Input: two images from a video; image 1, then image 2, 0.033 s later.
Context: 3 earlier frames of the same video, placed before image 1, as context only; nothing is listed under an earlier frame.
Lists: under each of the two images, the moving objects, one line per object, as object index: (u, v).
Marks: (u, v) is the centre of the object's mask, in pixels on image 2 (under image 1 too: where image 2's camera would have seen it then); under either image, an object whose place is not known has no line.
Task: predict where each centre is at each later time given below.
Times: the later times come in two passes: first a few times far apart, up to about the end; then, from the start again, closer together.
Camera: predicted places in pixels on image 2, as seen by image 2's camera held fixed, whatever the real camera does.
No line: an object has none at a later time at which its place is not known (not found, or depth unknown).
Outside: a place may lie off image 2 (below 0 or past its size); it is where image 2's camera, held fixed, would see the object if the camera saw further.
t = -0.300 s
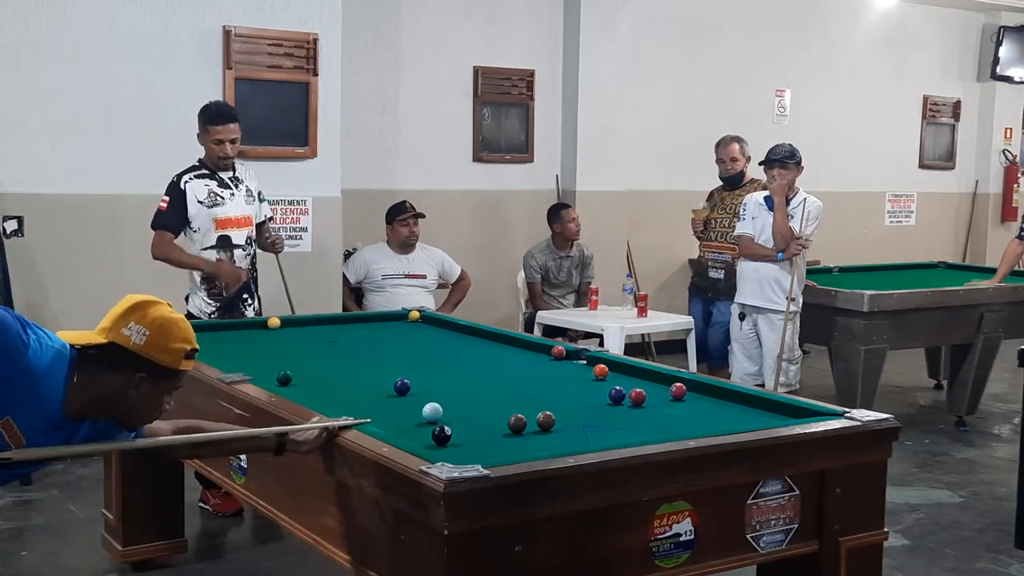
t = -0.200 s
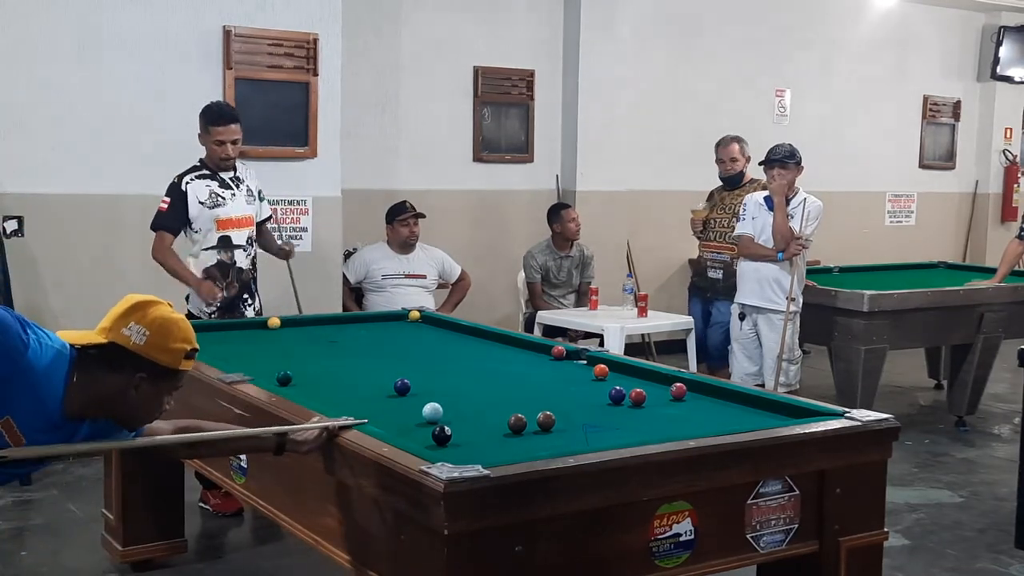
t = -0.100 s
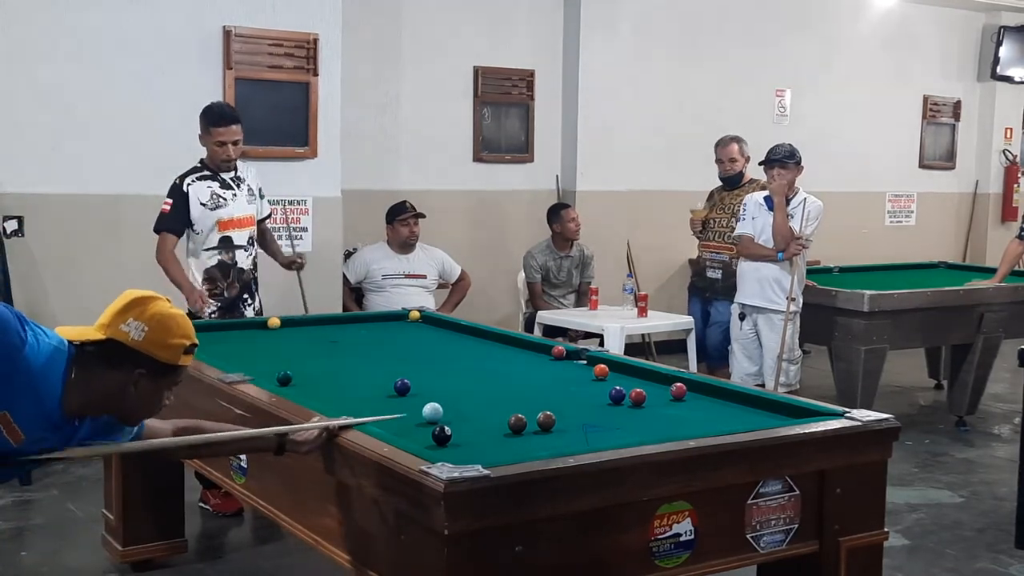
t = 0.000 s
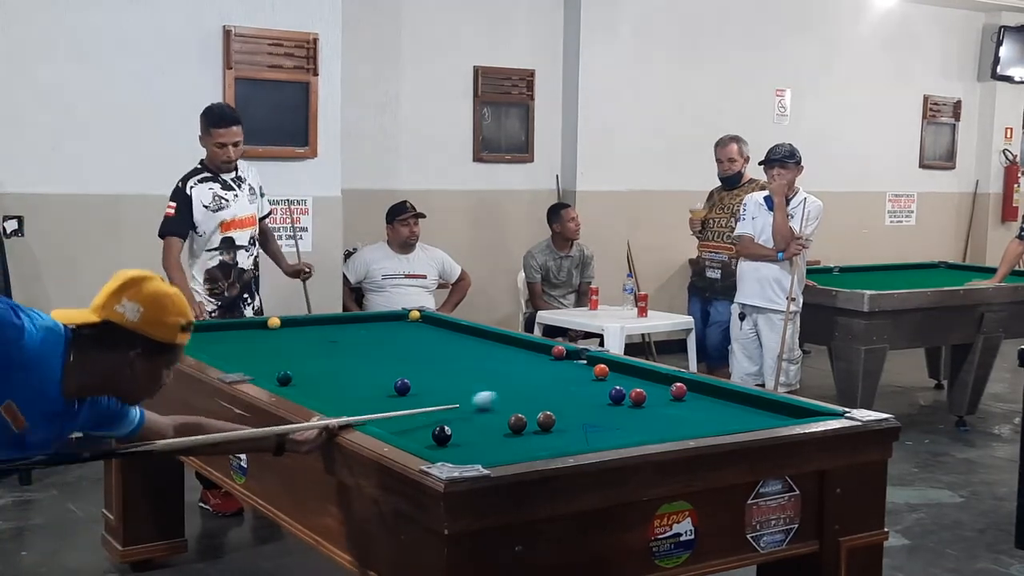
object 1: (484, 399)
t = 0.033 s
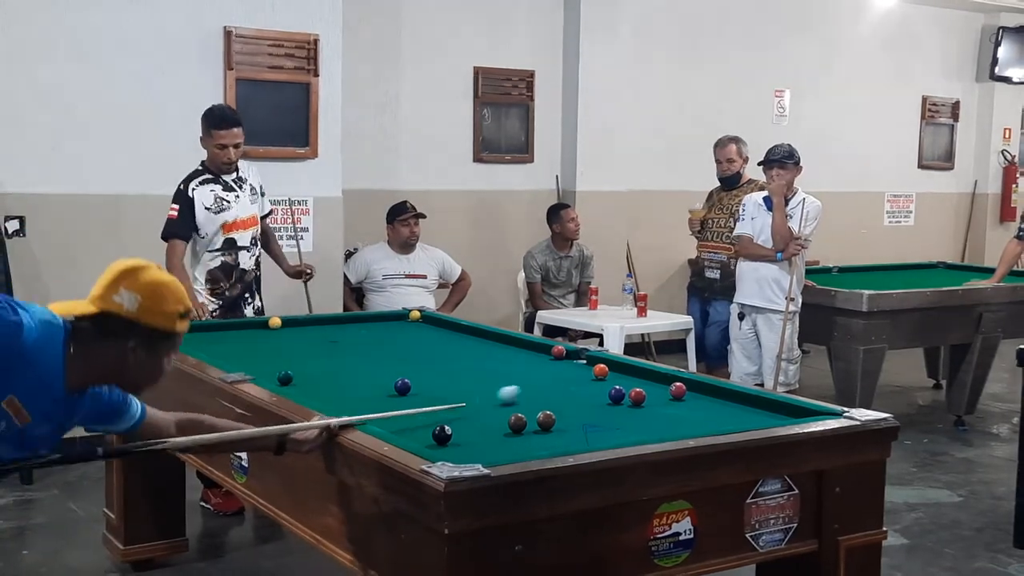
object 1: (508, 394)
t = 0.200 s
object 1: (608, 373)
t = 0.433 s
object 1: (564, 382)
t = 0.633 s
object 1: (491, 392)
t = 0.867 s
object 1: (401, 405)
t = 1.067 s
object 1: (369, 410)
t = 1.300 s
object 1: (436, 405)
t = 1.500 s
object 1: (487, 400)
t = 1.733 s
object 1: (542, 395)
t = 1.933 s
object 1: (586, 392)
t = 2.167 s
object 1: (633, 385)
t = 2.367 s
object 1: (670, 382)
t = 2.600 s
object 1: (667, 384)
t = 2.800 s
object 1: (648, 387)
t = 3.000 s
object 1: (627, 386)
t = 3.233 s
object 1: (603, 390)
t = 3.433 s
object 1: (586, 391)
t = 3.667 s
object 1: (566, 391)
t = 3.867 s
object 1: (551, 392)
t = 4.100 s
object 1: (535, 392)
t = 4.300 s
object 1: (523, 392)
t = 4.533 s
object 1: (510, 392)
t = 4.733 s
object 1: (502, 392)
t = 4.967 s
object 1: (494, 392)
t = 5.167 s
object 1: (490, 392)
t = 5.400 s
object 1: (486, 391)
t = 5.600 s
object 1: (485, 391)
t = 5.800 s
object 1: (485, 391)
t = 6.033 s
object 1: (485, 391)
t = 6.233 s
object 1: (484, 391)
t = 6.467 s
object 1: (484, 391)
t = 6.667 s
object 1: (484, 391)
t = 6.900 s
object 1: (484, 391)
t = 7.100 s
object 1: (484, 391)
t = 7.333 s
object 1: (484, 391)
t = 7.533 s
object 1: (484, 391)
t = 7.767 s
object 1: (484, 391)
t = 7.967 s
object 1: (484, 391)
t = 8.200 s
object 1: (484, 391)
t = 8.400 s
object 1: (484, 391)
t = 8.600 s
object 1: (484, 391)
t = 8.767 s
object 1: (484, 391)
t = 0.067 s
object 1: (531, 389)
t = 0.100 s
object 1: (552, 385)
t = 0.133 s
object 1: (571, 381)
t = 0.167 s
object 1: (590, 377)
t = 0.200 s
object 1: (608, 373)
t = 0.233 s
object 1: (630, 372)
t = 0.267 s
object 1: (632, 371)
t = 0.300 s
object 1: (618, 373)
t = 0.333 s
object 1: (604, 376)
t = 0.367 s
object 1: (591, 378)
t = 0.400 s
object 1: (577, 380)
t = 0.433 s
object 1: (564, 382)
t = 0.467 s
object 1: (552, 384)
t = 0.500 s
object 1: (539, 385)
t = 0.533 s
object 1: (527, 387)
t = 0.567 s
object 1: (515, 389)
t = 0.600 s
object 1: (503, 391)
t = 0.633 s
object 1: (491, 392)
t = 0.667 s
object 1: (478, 394)
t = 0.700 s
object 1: (466, 396)
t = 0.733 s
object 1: (453, 398)
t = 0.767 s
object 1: (440, 399)
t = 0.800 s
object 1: (427, 402)
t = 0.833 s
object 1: (414, 403)
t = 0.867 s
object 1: (401, 405)
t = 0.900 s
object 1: (387, 408)
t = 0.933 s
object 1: (373, 410)
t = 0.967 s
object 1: (360, 410)
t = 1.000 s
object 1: (347, 409)
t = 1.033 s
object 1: (358, 409)
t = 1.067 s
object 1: (369, 410)
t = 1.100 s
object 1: (380, 410)
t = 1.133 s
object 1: (390, 409)
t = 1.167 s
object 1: (400, 408)
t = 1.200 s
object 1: (409, 407)
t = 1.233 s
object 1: (418, 407)
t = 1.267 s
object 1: (427, 406)
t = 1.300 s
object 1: (436, 405)
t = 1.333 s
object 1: (445, 404)
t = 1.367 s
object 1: (454, 403)
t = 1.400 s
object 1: (462, 403)
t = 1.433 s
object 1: (471, 402)
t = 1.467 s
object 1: (479, 401)
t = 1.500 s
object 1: (487, 400)
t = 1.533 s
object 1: (496, 400)
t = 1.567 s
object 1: (504, 399)
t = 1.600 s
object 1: (511, 398)
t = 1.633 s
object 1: (519, 397)
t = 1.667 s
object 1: (527, 397)
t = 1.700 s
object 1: (535, 396)
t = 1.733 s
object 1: (542, 395)
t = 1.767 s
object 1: (550, 395)
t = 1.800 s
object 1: (557, 394)
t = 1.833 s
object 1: (565, 393)
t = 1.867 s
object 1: (572, 393)
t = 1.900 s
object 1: (579, 392)
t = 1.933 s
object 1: (586, 392)
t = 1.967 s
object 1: (593, 391)
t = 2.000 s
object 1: (600, 390)
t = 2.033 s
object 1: (605, 388)
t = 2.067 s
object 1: (612, 385)
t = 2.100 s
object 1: (622, 385)
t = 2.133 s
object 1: (627, 385)
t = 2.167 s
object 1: (633, 385)
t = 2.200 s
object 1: (640, 384)
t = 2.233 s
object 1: (647, 386)
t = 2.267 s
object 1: (653, 386)
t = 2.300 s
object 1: (659, 386)
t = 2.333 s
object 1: (665, 385)
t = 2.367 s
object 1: (670, 382)
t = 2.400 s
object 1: (677, 380)
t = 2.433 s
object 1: (685, 381)
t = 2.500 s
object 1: (680, 380)
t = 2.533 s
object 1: (674, 381)
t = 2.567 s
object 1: (670, 383)
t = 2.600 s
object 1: (667, 384)
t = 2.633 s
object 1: (664, 385)
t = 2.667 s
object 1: (661, 386)
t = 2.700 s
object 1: (657, 386)
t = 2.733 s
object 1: (654, 387)
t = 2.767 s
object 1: (651, 387)
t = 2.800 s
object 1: (648, 387)
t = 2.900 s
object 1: (637, 385)
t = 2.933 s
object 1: (632, 386)
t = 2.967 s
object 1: (630, 386)
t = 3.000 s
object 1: (627, 386)
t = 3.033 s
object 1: (625, 386)
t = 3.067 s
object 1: (621, 386)
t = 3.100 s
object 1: (617, 386)
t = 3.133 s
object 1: (611, 387)
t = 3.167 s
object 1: (608, 388)
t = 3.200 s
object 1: (605, 390)
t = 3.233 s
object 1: (603, 390)
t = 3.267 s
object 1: (600, 391)
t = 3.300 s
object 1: (598, 391)
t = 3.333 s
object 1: (594, 391)
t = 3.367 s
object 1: (591, 391)
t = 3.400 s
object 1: (588, 391)
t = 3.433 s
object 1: (586, 391)
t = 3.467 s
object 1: (583, 391)
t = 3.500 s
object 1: (579, 391)
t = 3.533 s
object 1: (577, 391)
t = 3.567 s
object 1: (574, 391)
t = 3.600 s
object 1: (571, 391)
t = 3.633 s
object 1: (569, 391)
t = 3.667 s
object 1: (566, 391)
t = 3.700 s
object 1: (563, 391)
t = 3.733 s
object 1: (561, 392)
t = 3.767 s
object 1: (558, 392)
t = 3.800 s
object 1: (555, 391)
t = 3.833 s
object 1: (553, 392)
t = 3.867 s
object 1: (551, 392)
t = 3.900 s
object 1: (548, 392)
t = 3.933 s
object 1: (546, 392)
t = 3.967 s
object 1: (543, 392)
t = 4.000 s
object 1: (541, 392)
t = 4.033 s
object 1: (539, 392)
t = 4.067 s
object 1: (537, 392)
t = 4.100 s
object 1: (535, 392)
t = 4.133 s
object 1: (533, 392)
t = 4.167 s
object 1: (530, 392)
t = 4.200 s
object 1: (528, 392)
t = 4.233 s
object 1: (526, 392)
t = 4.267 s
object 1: (524, 392)
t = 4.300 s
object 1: (523, 392)
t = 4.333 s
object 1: (521, 392)
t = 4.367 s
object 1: (519, 392)
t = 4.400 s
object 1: (517, 392)
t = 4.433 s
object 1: (515, 392)
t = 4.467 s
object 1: (514, 392)
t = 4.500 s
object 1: (512, 392)
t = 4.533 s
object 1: (510, 392)
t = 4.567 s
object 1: (509, 392)
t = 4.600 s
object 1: (507, 392)
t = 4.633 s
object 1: (506, 392)
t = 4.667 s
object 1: (505, 392)
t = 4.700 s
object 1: (503, 392)
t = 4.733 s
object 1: (502, 392)
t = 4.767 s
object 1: (501, 392)
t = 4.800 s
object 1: (499, 392)
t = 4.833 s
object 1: (498, 392)
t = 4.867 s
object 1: (497, 392)
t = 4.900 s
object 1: (496, 392)
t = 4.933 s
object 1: (495, 392)
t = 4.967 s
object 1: (494, 392)
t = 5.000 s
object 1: (494, 392)
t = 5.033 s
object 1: (492, 392)
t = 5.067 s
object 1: (492, 392)
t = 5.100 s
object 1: (491, 391)
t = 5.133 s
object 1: (490, 392)
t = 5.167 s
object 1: (490, 392)
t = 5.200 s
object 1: (489, 392)
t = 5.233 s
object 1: (488, 392)
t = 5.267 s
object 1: (488, 392)
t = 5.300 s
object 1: (487, 392)
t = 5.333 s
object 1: (487, 392)
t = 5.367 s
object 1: (486, 391)
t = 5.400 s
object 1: (486, 391)
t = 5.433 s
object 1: (486, 391)
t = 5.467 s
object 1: (486, 391)
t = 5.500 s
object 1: (486, 391)
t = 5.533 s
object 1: (485, 391)
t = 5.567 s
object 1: (485, 391)
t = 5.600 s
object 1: (485, 391)
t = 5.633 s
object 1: (485, 391)
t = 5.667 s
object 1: (485, 391)
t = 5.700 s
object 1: (485, 391)
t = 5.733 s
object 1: (485, 391)
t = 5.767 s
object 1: (485, 391)
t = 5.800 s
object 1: (485, 391)
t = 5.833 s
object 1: (485, 391)
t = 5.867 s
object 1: (485, 391)
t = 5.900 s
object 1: (485, 391)
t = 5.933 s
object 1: (485, 391)
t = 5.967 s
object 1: (485, 391)
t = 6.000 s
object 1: (485, 391)
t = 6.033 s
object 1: (485, 391)
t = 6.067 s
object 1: (485, 391)
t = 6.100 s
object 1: (485, 391)
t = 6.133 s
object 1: (485, 391)
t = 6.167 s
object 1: (485, 391)
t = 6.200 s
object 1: (485, 391)
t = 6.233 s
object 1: (484, 391)
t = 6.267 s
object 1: (484, 391)
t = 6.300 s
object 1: (484, 391)
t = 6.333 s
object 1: (484, 391)
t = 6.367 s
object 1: (484, 391)
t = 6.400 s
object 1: (484, 391)
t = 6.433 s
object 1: (484, 391)
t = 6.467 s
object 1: (484, 391)
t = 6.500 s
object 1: (484, 391)
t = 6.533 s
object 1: (484, 391)
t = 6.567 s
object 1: (484, 391)
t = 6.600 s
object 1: (484, 391)
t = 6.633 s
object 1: (484, 391)
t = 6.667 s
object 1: (484, 391)
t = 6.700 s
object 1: (484, 391)
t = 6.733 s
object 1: (484, 391)
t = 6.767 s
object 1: (484, 391)
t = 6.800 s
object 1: (484, 391)
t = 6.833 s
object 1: (484, 391)
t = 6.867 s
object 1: (484, 391)
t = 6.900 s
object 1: (484, 391)
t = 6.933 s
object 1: (484, 391)
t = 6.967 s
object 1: (485, 391)
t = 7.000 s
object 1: (484, 391)
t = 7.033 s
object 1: (484, 391)
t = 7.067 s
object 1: (484, 391)
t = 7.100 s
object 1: (484, 391)
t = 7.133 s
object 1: (484, 391)
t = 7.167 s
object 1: (484, 391)
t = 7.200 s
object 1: (484, 391)
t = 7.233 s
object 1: (484, 391)
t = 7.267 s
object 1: (484, 391)
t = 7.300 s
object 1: (484, 391)
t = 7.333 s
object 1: (484, 391)
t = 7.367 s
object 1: (484, 391)
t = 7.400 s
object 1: (484, 391)
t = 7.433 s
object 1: (484, 391)
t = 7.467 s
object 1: (484, 391)
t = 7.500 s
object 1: (484, 391)
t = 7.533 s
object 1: (484, 391)
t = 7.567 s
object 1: (484, 391)
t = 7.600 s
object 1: (484, 391)
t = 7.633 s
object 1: (484, 391)
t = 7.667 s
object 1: (484, 391)
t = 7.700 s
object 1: (484, 391)
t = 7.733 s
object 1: (484, 391)
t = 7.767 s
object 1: (484, 391)
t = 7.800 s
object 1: (484, 391)
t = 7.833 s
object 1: (484, 391)
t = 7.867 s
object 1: (484, 391)
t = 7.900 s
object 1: (484, 391)
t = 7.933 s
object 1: (484, 391)
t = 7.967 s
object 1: (484, 391)
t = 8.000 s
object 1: (484, 391)
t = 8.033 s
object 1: (484, 391)
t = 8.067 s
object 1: (484, 391)
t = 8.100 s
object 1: (484, 391)
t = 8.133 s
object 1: (484, 391)
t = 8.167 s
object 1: (484, 391)
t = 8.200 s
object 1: (484, 391)
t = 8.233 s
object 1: (484, 391)
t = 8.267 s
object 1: (484, 391)
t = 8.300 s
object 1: (484, 391)
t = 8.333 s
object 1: (484, 391)
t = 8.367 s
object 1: (484, 391)
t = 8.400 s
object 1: (484, 391)
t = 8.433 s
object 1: (484, 391)
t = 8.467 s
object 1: (484, 391)
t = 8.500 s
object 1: (484, 391)
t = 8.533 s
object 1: (484, 391)
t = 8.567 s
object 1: (484, 391)
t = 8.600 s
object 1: (484, 391)
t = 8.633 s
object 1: (484, 391)
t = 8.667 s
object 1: (484, 391)
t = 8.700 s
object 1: (484, 391)
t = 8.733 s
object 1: (484, 391)
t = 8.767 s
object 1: (484, 391)
